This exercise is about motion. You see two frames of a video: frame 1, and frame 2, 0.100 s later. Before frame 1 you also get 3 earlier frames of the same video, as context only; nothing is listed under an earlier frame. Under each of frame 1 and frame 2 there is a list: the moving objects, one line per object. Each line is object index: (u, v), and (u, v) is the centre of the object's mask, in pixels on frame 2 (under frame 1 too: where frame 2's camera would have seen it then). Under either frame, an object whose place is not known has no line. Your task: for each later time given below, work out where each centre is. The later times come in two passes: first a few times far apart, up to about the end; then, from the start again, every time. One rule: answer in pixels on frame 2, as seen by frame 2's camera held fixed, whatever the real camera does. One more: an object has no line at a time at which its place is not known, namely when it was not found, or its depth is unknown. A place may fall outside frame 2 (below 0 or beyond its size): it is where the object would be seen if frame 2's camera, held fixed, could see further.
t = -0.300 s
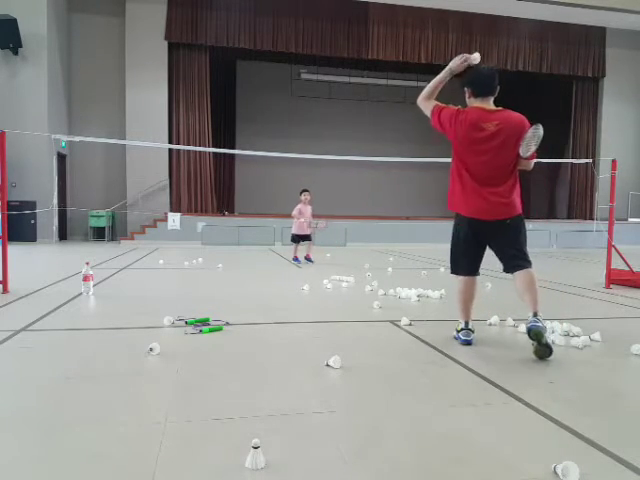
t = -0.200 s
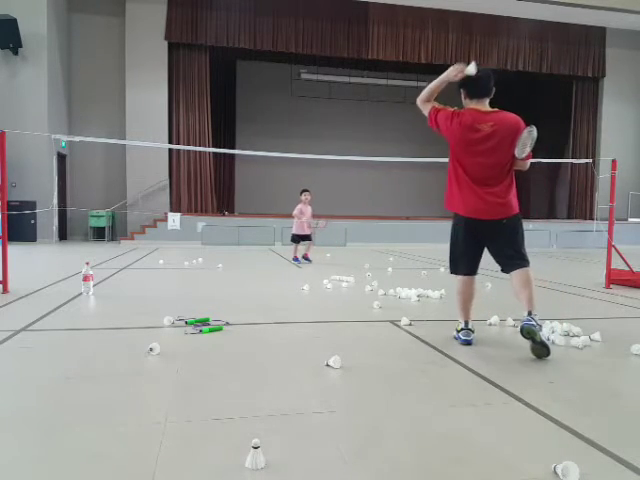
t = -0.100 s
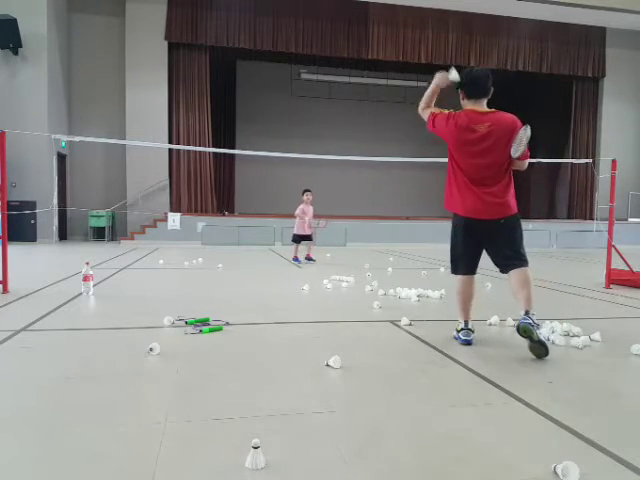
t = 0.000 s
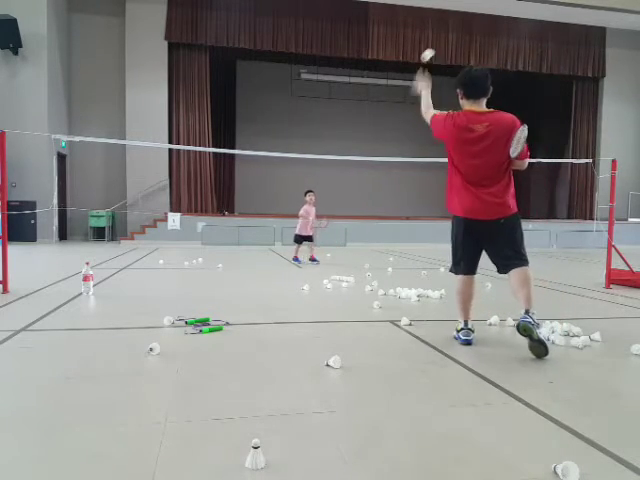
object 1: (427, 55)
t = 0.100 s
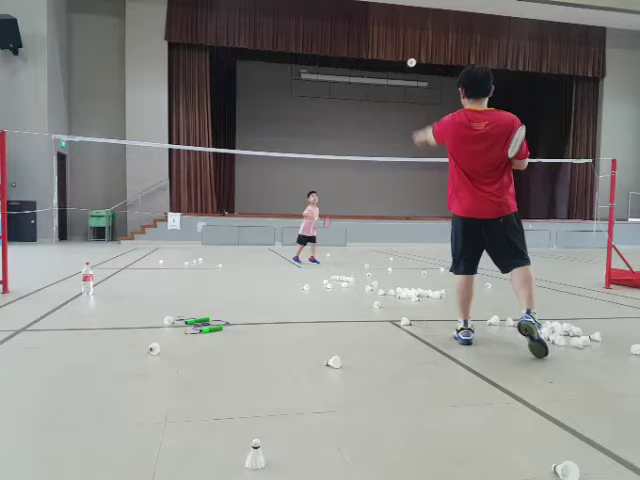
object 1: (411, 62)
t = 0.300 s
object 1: (395, 89)
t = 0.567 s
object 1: (384, 146)
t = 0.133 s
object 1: (408, 64)
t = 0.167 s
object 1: (405, 67)
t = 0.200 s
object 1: (403, 72)
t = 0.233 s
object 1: (400, 77)
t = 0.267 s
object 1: (398, 83)
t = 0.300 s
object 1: (395, 89)
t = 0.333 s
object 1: (393, 95)
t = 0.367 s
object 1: (392, 101)
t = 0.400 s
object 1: (390, 108)
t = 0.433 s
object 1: (389, 115)
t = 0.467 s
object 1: (387, 122)
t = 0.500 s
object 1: (386, 130)
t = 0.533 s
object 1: (385, 138)
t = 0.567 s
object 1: (384, 146)
